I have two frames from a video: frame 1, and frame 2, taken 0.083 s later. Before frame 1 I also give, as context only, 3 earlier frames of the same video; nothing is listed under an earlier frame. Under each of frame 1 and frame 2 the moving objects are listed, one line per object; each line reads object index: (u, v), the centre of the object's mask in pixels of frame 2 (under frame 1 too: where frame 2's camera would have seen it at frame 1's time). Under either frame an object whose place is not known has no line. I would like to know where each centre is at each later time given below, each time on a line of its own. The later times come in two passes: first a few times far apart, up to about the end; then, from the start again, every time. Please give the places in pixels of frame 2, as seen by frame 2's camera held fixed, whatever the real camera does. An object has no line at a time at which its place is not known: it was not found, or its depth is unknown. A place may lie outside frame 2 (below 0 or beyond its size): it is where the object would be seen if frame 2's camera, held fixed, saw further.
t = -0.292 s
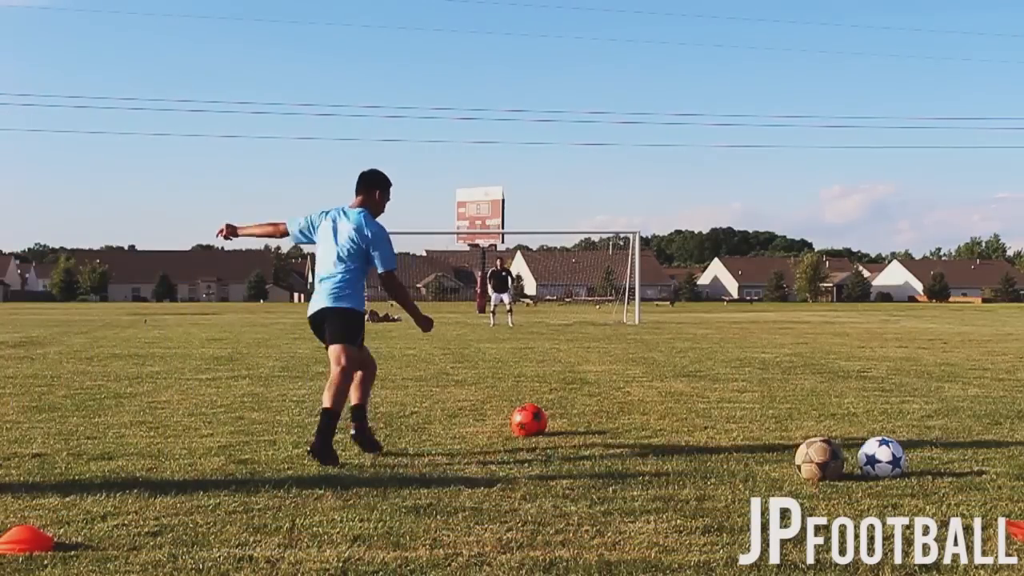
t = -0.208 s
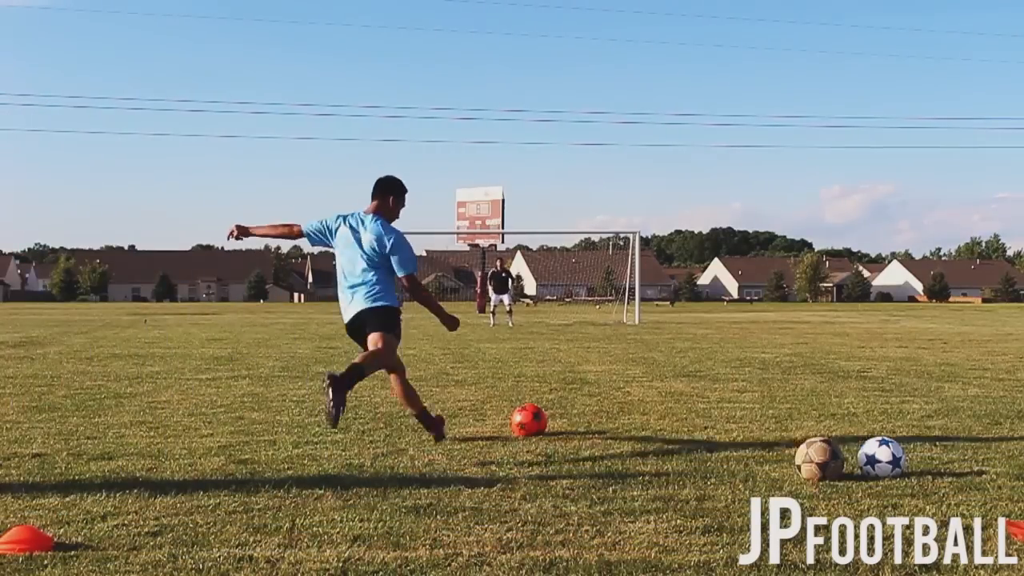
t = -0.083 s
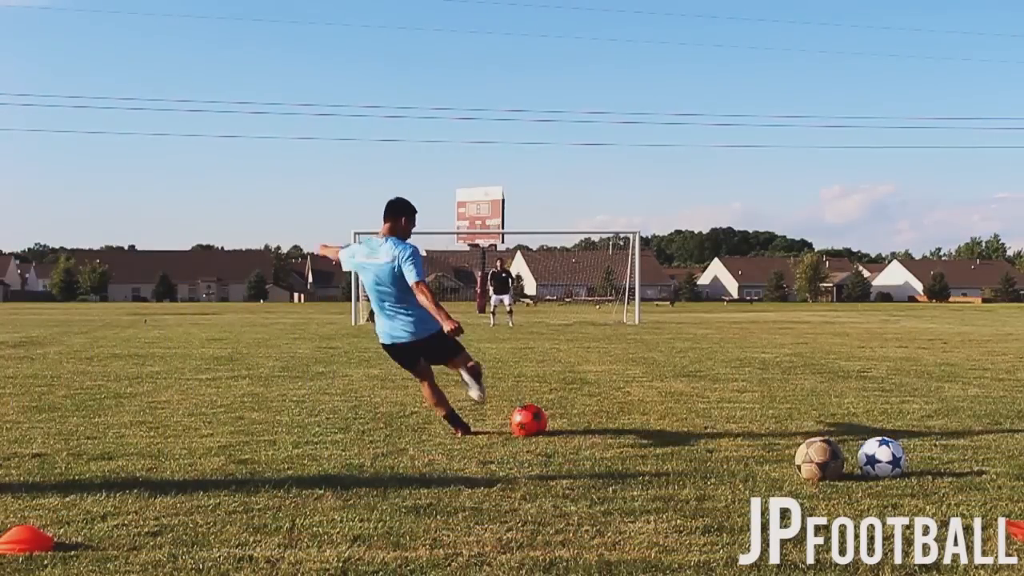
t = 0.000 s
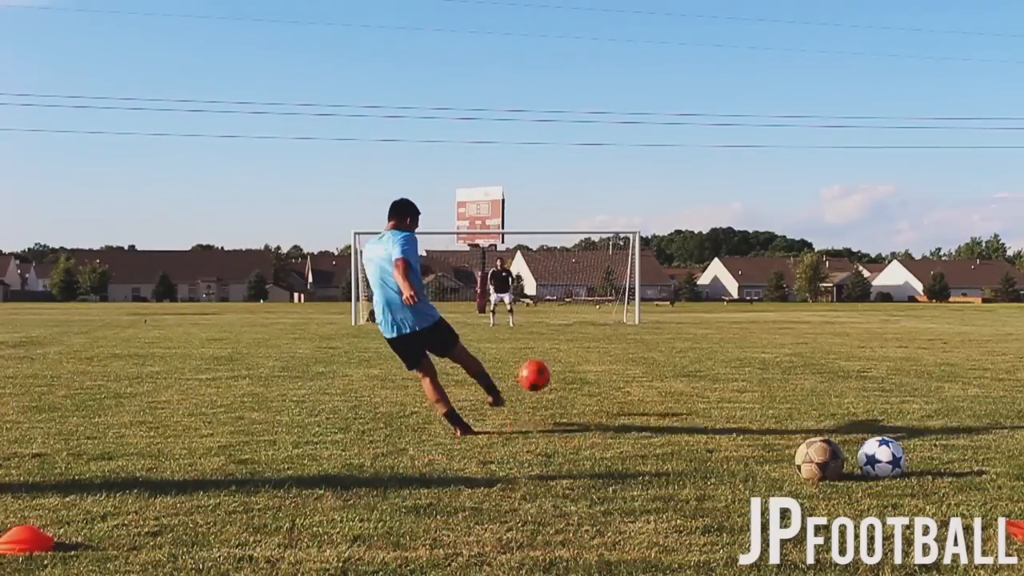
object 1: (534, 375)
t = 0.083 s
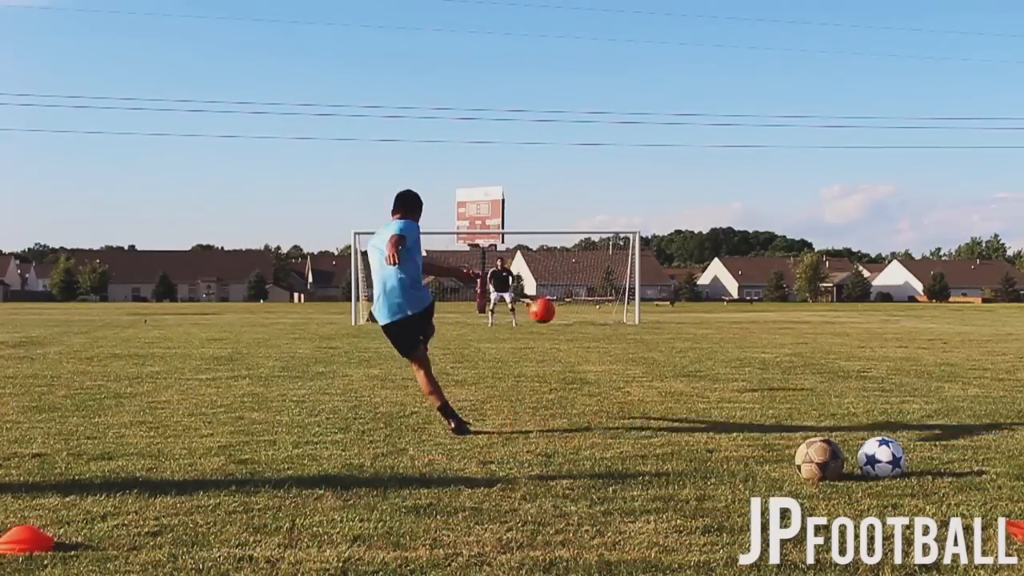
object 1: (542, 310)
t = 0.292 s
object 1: (558, 238)
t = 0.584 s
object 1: (583, 210)
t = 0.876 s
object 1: (607, 217)
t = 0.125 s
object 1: (545, 292)
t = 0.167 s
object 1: (548, 271)
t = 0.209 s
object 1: (551, 259)
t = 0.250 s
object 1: (555, 246)
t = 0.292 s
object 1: (558, 238)
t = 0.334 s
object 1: (562, 230)
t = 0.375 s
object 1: (565, 225)
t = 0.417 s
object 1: (569, 219)
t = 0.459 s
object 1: (572, 216)
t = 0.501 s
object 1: (576, 213)
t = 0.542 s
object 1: (579, 212)
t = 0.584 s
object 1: (583, 210)
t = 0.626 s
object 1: (586, 210)
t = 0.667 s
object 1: (590, 210)
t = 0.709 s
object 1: (593, 210)
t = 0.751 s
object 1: (597, 212)
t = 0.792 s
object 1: (600, 213)
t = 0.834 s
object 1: (604, 215)
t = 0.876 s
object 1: (607, 217)
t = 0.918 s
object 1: (611, 220)
